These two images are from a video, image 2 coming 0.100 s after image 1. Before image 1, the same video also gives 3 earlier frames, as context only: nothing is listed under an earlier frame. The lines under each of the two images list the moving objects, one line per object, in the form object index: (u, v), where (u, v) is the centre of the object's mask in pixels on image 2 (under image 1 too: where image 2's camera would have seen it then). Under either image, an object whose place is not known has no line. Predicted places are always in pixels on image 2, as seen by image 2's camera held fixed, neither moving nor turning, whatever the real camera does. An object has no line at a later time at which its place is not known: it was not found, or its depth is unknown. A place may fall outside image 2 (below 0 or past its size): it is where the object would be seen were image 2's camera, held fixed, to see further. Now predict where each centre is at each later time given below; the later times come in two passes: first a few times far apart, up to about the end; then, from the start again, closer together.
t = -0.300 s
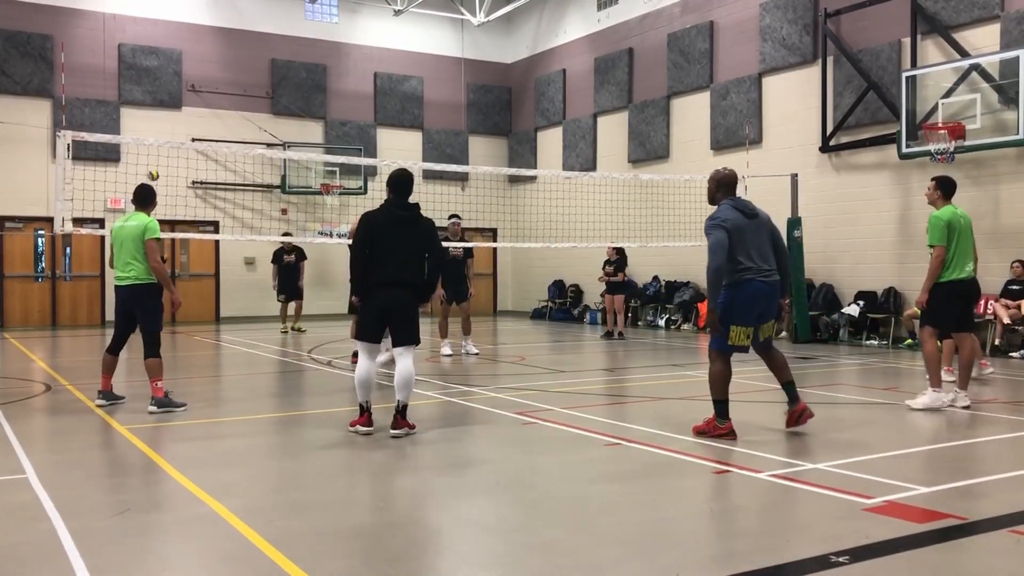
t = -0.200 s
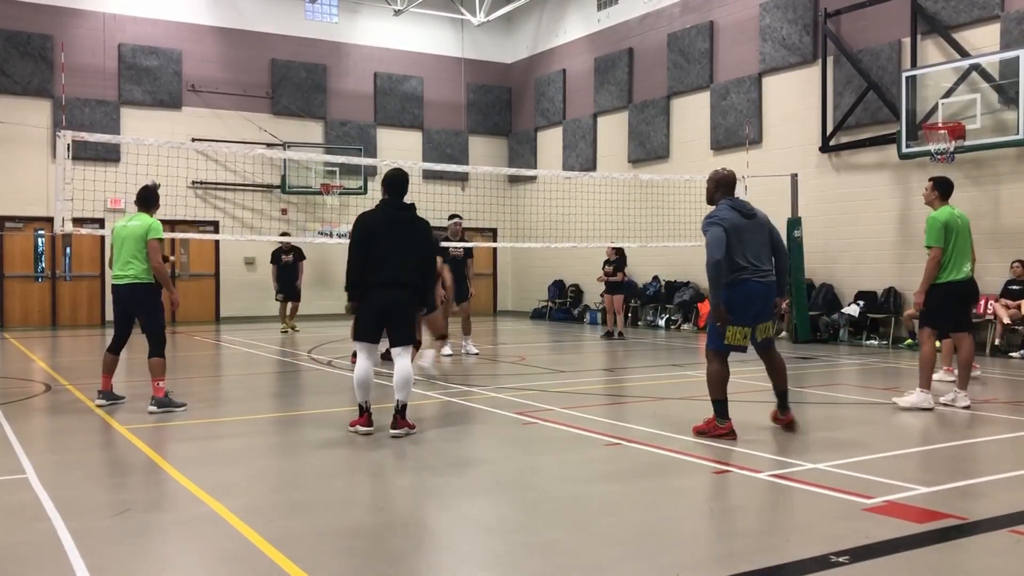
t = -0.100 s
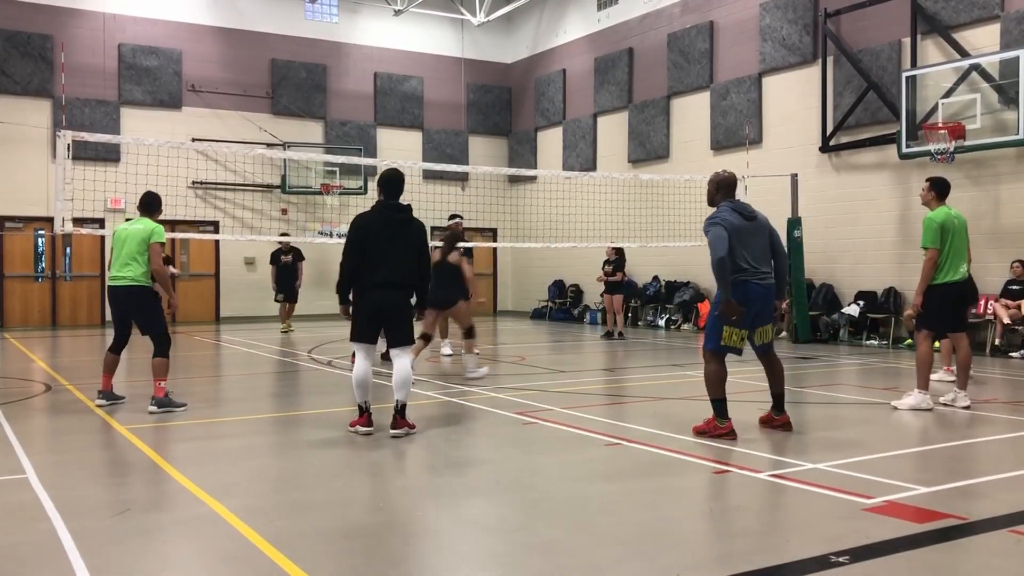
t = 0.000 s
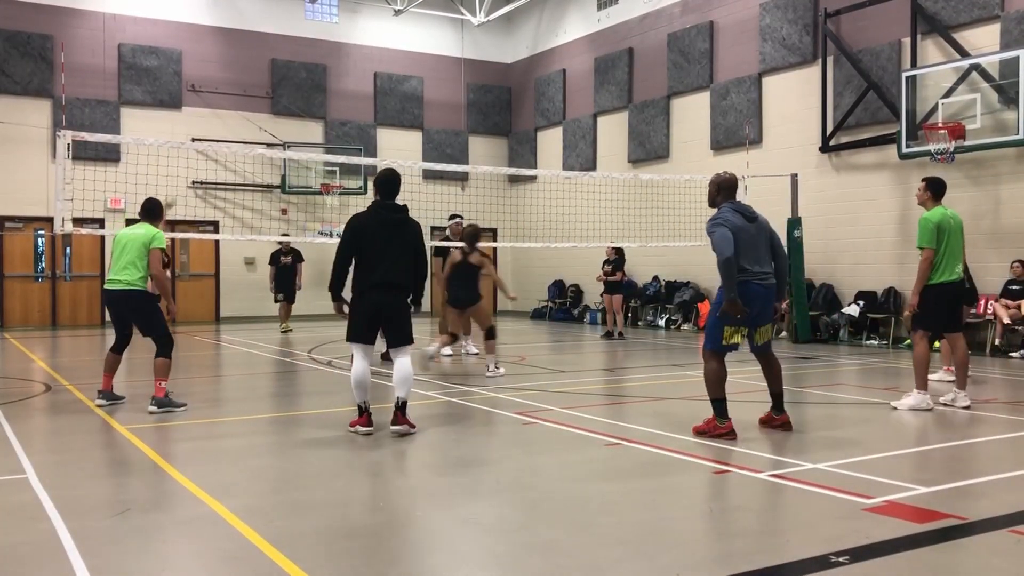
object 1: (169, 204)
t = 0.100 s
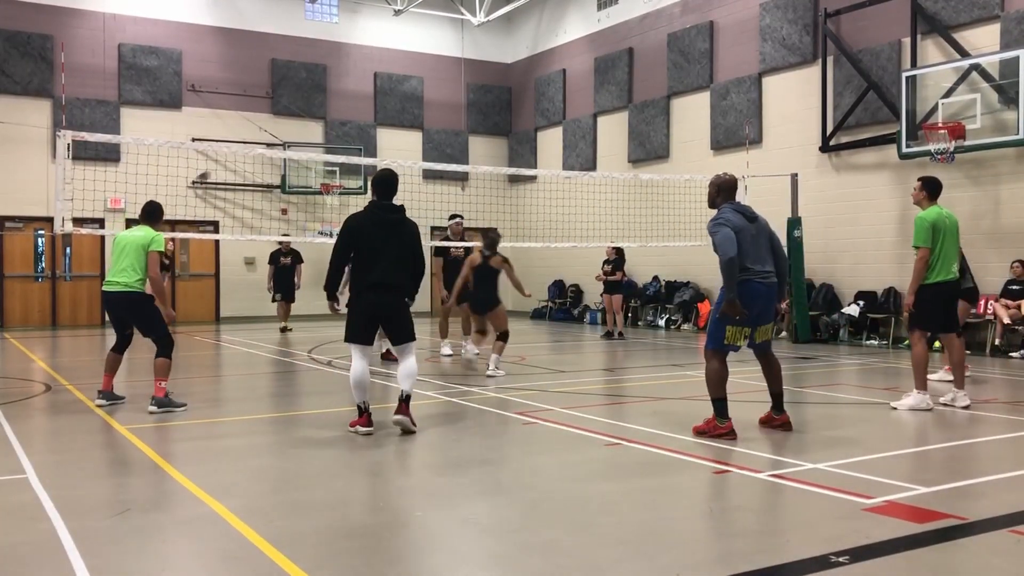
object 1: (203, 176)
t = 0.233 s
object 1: (256, 142)
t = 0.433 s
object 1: (354, 101)
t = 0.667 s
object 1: (504, 83)
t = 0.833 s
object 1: (646, 94)
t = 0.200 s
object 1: (239, 155)
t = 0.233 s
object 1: (256, 142)
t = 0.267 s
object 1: (270, 135)
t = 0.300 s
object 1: (287, 128)
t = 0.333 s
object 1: (301, 119)
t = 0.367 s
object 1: (319, 112)
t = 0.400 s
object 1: (336, 105)
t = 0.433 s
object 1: (354, 101)
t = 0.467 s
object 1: (373, 96)
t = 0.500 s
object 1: (393, 93)
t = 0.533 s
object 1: (412, 91)
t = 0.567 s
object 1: (435, 88)
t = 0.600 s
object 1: (456, 86)
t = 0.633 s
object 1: (482, 82)
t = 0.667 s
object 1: (504, 83)
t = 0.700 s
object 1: (531, 85)
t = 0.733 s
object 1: (556, 85)
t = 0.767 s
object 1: (585, 88)
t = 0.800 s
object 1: (616, 92)
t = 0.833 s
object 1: (646, 94)
